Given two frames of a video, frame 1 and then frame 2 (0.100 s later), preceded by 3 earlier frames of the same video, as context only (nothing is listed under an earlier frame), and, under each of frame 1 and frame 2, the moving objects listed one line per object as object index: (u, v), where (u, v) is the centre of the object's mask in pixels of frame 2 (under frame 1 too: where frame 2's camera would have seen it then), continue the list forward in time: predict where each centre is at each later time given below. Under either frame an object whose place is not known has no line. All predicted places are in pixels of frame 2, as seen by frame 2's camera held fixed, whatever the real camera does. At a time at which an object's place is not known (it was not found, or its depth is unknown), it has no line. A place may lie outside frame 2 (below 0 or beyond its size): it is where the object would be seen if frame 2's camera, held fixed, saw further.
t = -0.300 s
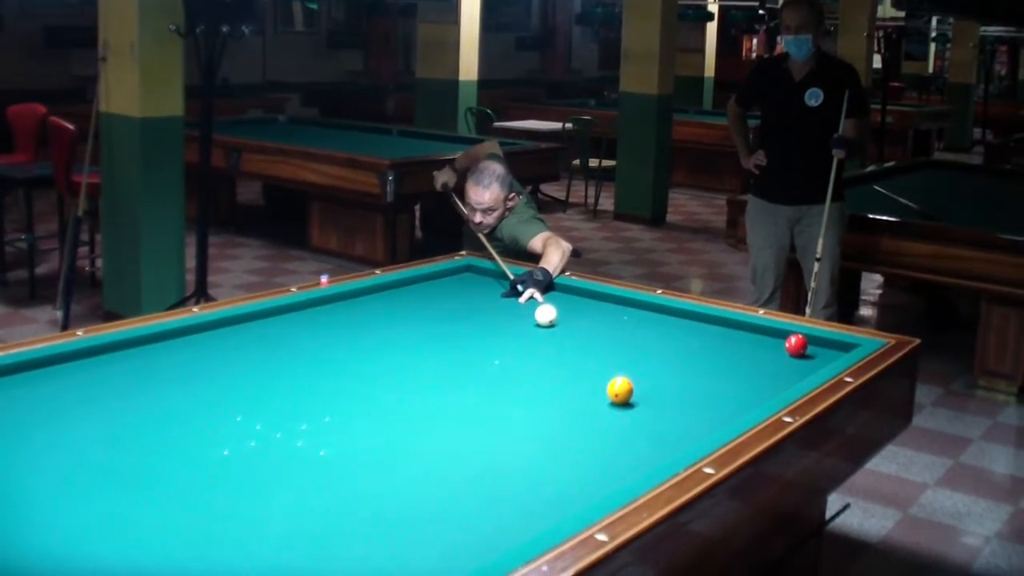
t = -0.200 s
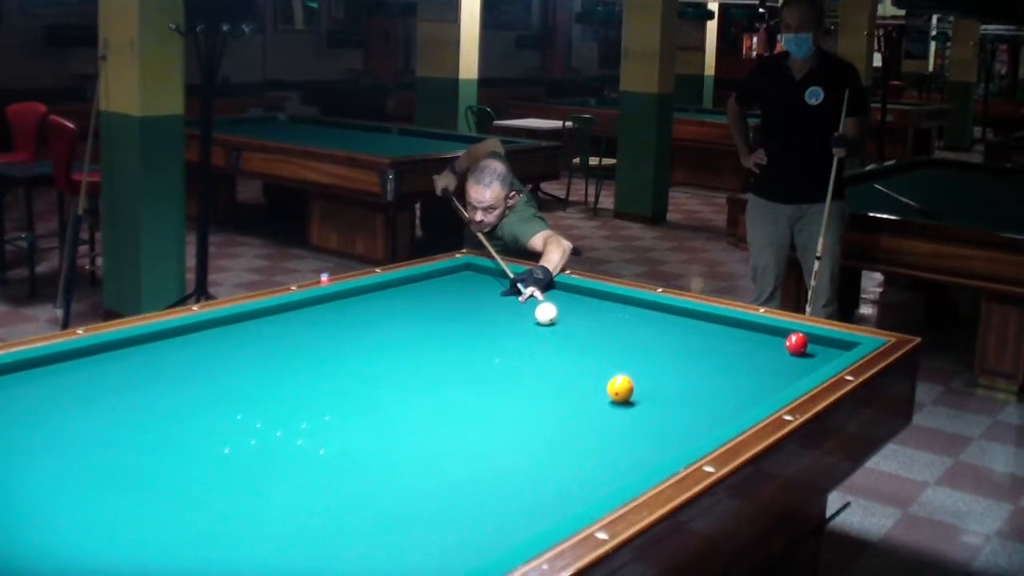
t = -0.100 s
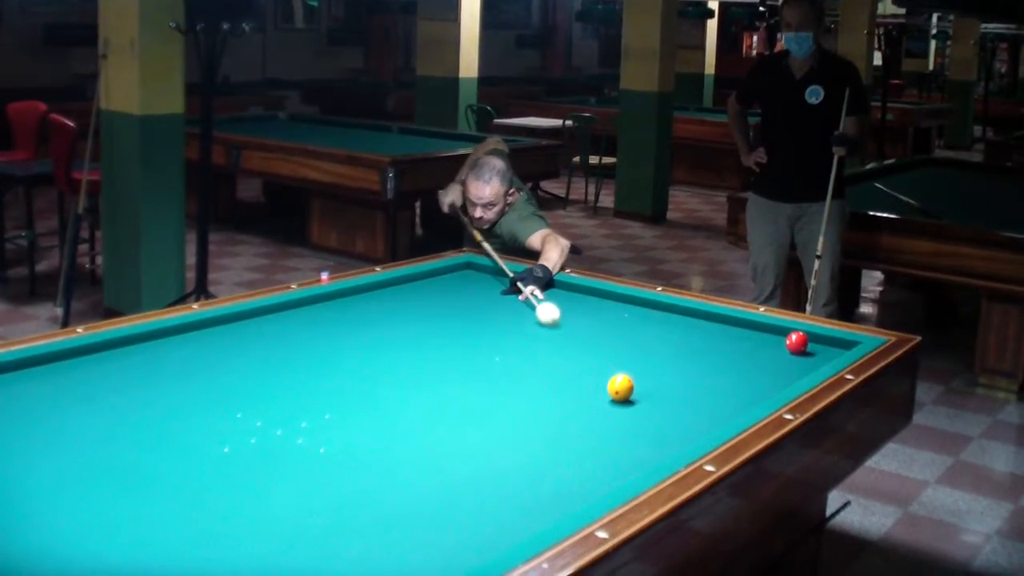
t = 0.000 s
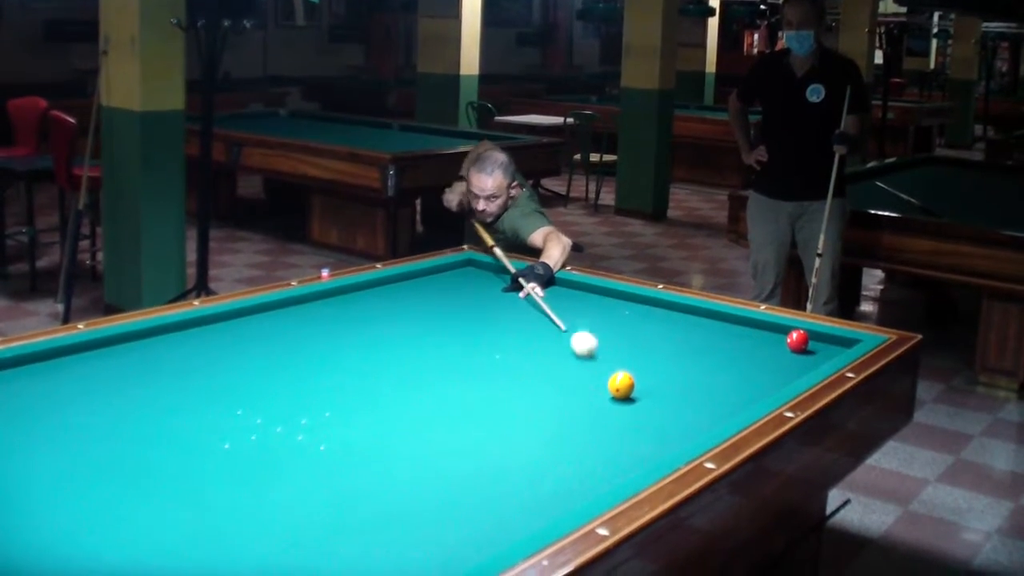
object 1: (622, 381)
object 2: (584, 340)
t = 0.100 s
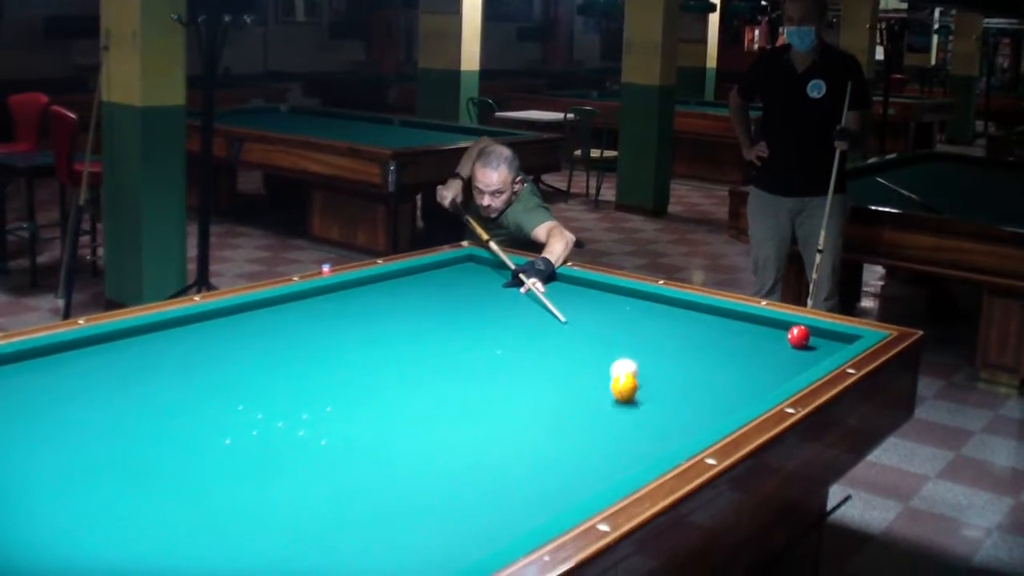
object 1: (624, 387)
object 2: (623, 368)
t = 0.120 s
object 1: (626, 395)
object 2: (630, 370)
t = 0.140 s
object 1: (628, 404)
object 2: (636, 372)
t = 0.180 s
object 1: (633, 423)
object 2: (647, 372)
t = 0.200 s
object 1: (635, 432)
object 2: (653, 373)
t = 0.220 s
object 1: (638, 443)
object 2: (658, 372)
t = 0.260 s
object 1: (631, 458)
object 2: (667, 371)
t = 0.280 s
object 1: (612, 461)
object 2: (672, 371)
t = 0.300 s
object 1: (592, 462)
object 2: (676, 370)
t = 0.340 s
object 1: (554, 463)
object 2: (683, 369)
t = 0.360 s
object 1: (535, 464)
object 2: (686, 368)
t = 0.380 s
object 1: (517, 465)
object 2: (690, 367)
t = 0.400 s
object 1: (499, 465)
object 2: (692, 366)
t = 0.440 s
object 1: (464, 467)
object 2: (698, 364)
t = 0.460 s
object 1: (446, 468)
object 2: (701, 363)
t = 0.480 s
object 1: (429, 469)
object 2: (704, 362)
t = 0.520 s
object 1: (397, 471)
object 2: (709, 360)
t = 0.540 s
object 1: (380, 472)
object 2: (712, 359)
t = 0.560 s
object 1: (364, 473)
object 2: (715, 358)
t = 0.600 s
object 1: (330, 475)
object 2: (720, 356)
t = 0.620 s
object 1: (313, 476)
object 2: (723, 355)
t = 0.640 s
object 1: (297, 477)
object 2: (725, 354)
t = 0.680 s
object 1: (262, 478)
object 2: (730, 352)
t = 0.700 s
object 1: (244, 480)
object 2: (732, 351)
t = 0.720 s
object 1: (227, 480)
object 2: (735, 350)
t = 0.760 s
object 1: (192, 482)
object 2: (740, 348)
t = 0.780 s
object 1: (175, 483)
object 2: (742, 348)
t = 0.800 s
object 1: (157, 484)
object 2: (744, 347)
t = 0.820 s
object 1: (139, 485)
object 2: (747, 346)
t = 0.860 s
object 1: (104, 487)
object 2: (752, 344)
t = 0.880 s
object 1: (86, 488)
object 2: (754, 343)
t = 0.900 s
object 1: (68, 489)
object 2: (756, 342)
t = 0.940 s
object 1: (32, 491)
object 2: (761, 340)
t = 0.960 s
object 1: (13, 491)
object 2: (763, 339)
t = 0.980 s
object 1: (-5, 492)
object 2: (765, 339)
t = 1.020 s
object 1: (-26, 492)
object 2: (769, 337)
